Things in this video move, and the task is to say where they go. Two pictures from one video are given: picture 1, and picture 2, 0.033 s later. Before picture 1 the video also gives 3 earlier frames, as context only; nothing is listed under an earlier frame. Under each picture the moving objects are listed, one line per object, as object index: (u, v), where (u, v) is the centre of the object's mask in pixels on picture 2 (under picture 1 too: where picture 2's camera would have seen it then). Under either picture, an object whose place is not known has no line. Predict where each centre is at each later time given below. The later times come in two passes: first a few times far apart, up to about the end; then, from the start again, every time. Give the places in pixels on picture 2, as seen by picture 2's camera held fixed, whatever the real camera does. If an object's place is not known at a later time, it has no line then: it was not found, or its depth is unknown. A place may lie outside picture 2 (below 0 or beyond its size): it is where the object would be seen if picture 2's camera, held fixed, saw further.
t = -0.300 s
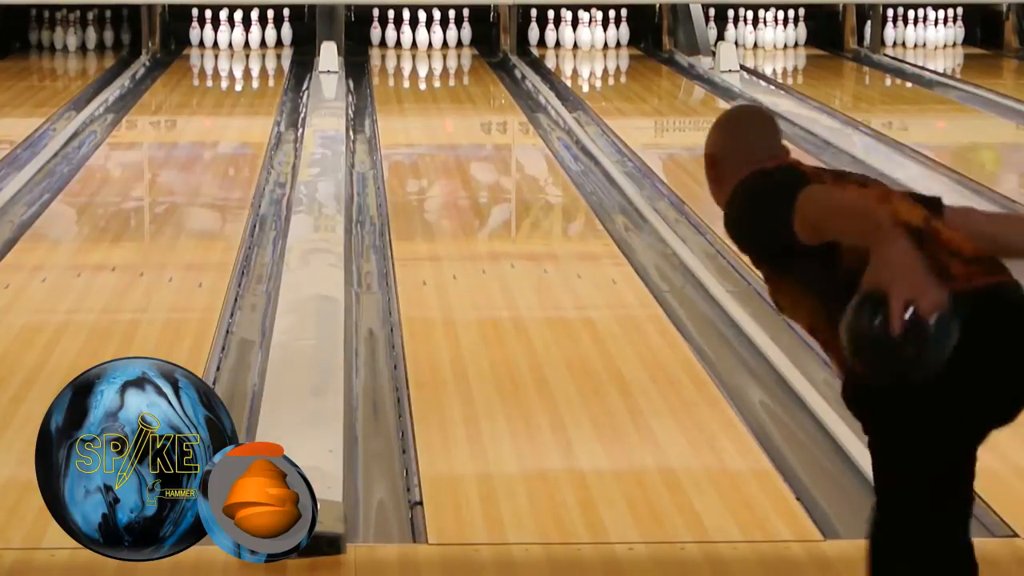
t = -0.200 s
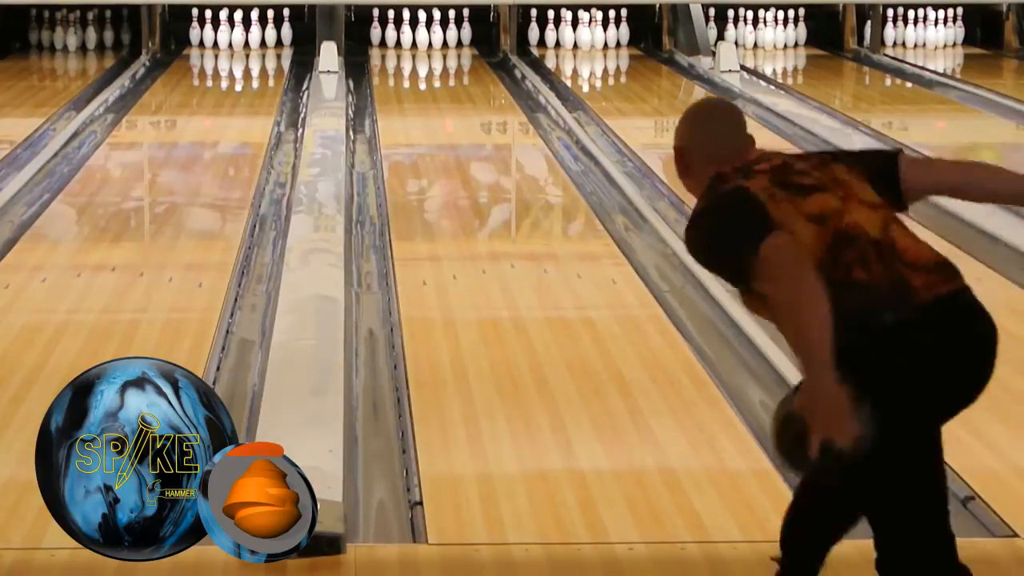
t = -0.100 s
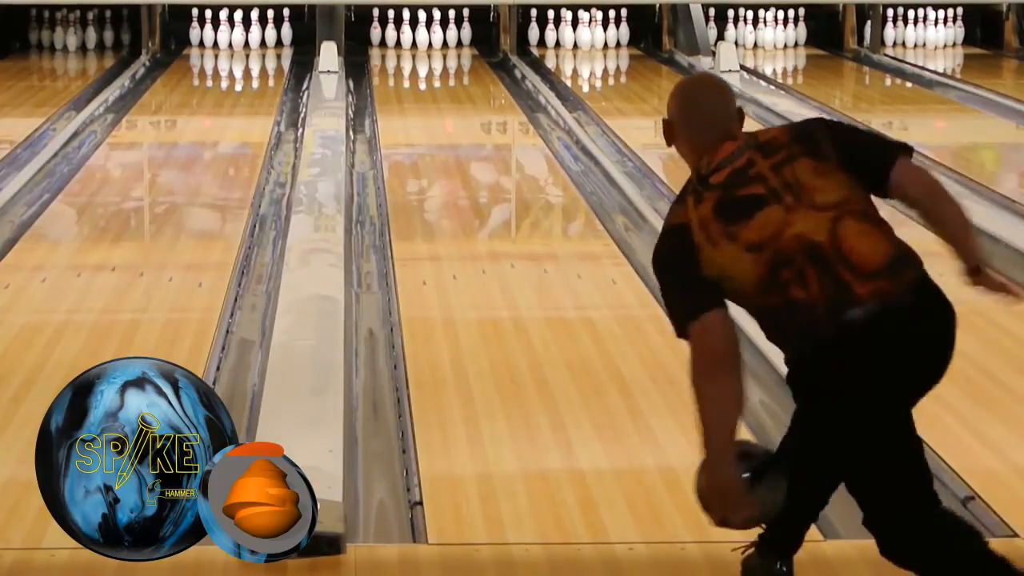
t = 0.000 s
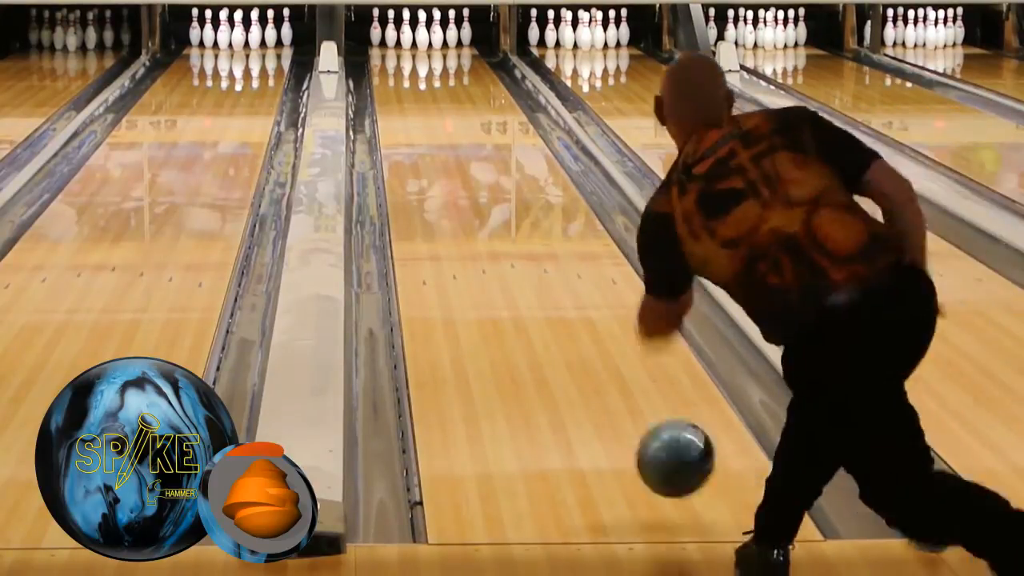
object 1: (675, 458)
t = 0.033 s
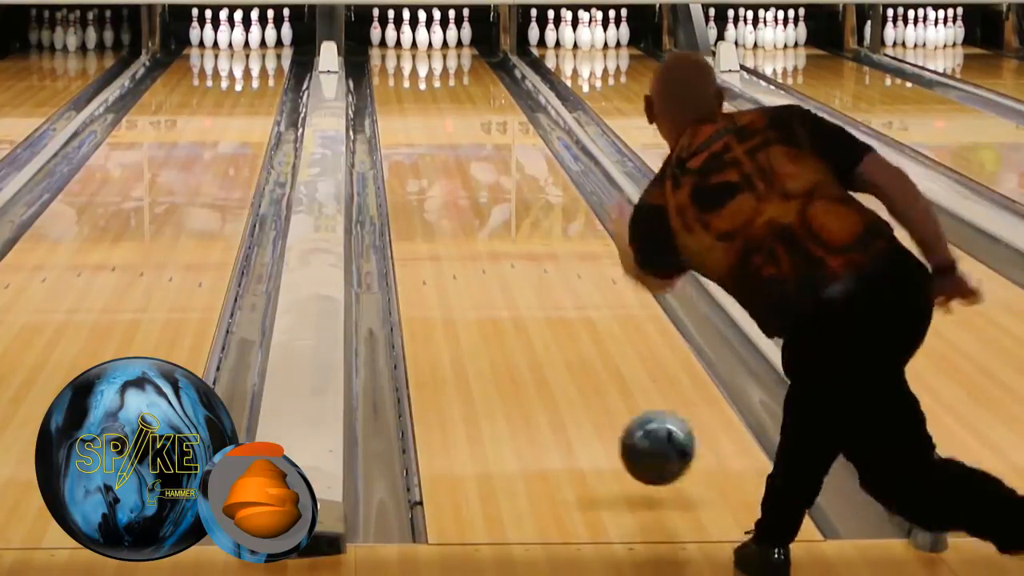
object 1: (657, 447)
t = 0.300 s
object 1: (553, 324)
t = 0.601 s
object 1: (483, 228)
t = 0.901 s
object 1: (441, 166)
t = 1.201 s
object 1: (413, 121)
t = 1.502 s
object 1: (398, 88)
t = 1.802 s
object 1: (394, 64)
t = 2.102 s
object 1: (407, 48)
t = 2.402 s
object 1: (423, 37)
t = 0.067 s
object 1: (640, 441)
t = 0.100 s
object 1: (625, 421)
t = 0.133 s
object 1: (611, 401)
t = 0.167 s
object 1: (598, 386)
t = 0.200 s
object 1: (585, 369)
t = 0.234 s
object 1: (574, 353)
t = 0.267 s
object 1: (563, 339)
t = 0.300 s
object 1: (553, 324)
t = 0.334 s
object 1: (544, 312)
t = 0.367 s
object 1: (534, 299)
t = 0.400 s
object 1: (526, 287)
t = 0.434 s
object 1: (518, 276)
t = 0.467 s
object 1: (510, 266)
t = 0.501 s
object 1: (503, 256)
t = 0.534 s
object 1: (496, 247)
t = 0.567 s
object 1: (490, 238)
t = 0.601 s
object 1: (483, 228)
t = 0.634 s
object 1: (478, 220)
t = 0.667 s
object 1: (473, 212)
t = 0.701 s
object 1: (467, 205)
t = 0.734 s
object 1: (462, 198)
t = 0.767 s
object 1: (458, 191)
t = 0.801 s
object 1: (453, 184)
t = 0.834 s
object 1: (449, 178)
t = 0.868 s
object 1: (444, 172)
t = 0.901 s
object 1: (441, 166)
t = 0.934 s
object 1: (437, 160)
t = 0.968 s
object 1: (434, 155)
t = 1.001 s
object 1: (430, 150)
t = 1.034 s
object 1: (427, 144)
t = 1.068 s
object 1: (424, 139)
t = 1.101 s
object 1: (421, 135)
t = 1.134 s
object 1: (418, 130)
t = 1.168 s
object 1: (415, 125)
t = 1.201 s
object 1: (413, 121)
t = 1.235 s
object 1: (411, 117)
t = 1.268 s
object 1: (409, 114)
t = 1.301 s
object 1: (407, 110)
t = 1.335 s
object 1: (405, 106)
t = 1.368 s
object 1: (404, 102)
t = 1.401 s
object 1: (402, 99)
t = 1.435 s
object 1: (400, 96)
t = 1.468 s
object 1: (399, 92)
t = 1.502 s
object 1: (398, 88)
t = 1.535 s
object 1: (397, 85)
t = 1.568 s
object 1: (396, 83)
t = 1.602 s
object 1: (395, 79)
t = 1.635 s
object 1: (395, 77)
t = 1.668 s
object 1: (395, 75)
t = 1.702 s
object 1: (394, 72)
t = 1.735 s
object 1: (394, 70)
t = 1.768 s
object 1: (395, 67)
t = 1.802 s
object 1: (394, 64)
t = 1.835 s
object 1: (395, 63)
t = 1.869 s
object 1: (396, 61)
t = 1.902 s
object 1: (396, 60)
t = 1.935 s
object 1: (398, 57)
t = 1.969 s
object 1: (400, 55)
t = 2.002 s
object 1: (401, 53)
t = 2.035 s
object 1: (403, 52)
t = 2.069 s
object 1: (405, 50)
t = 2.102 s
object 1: (407, 48)
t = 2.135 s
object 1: (408, 47)
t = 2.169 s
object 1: (411, 45)
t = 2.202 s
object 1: (413, 43)
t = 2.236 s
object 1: (416, 42)
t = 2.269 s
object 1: (416, 41)
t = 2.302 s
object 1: (418, 40)
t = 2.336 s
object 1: (419, 39)
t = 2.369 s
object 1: (419, 38)
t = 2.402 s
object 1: (423, 37)
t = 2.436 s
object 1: (425, 36)
